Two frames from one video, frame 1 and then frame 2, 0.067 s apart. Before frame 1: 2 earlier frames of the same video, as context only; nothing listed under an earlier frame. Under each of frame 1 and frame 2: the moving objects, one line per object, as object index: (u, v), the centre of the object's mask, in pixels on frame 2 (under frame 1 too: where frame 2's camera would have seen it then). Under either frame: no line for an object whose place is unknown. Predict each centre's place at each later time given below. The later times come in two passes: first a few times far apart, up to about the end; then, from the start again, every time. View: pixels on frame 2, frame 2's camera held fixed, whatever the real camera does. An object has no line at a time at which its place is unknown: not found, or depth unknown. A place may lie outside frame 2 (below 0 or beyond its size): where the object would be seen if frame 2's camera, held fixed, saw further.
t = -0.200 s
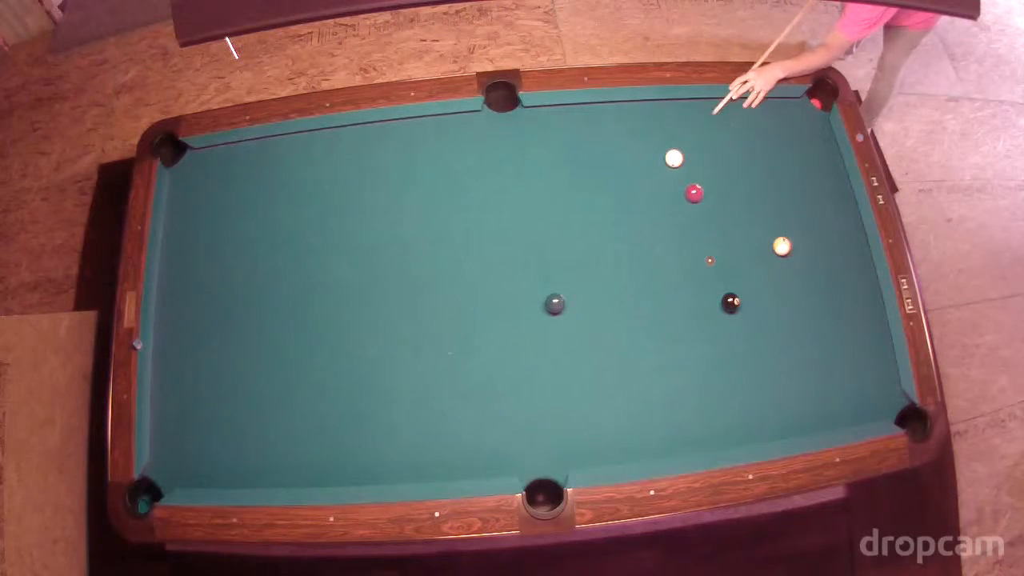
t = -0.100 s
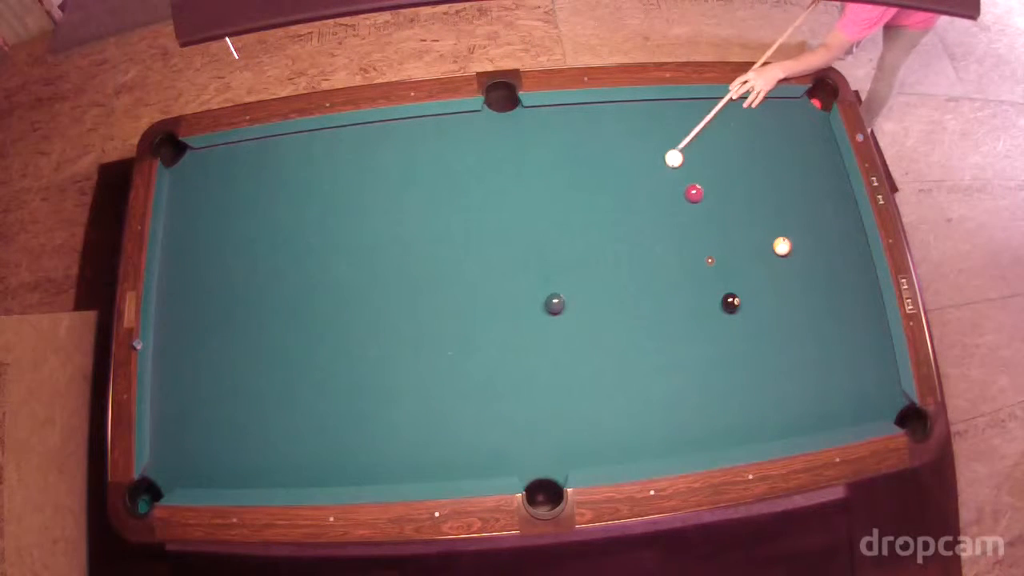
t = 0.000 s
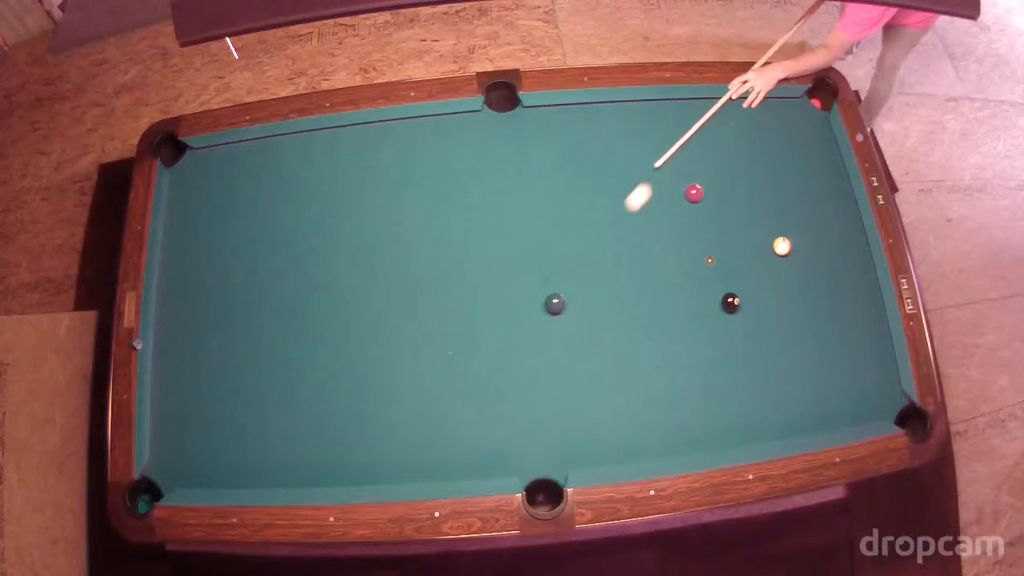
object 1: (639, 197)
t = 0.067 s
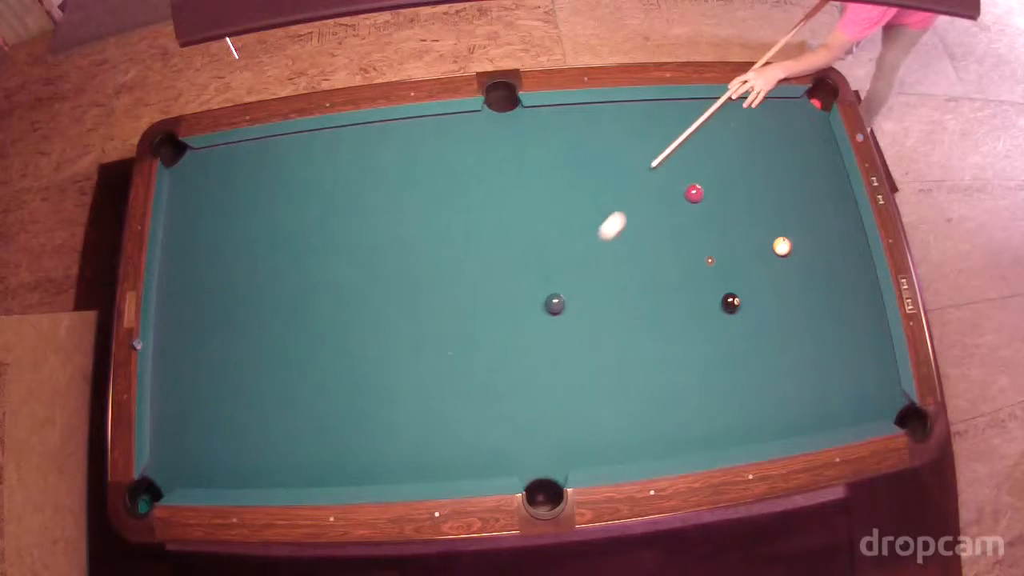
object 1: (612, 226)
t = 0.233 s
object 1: (551, 284)
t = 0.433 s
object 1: (485, 290)
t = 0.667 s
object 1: (410, 304)
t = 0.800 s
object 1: (368, 312)
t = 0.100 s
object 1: (599, 240)
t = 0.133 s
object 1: (587, 253)
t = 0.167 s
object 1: (575, 266)
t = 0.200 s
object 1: (563, 279)
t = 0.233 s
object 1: (551, 284)
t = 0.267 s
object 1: (540, 283)
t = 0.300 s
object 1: (529, 283)
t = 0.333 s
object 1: (518, 284)
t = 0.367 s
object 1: (508, 286)
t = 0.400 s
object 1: (496, 288)
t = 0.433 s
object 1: (485, 290)
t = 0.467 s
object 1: (474, 292)
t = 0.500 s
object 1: (464, 294)
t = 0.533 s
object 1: (453, 296)
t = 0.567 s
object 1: (442, 298)
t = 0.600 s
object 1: (431, 300)
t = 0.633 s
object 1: (420, 302)
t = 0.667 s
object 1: (410, 304)
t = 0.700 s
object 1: (399, 306)
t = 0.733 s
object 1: (389, 308)
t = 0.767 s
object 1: (378, 310)
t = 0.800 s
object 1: (368, 312)
